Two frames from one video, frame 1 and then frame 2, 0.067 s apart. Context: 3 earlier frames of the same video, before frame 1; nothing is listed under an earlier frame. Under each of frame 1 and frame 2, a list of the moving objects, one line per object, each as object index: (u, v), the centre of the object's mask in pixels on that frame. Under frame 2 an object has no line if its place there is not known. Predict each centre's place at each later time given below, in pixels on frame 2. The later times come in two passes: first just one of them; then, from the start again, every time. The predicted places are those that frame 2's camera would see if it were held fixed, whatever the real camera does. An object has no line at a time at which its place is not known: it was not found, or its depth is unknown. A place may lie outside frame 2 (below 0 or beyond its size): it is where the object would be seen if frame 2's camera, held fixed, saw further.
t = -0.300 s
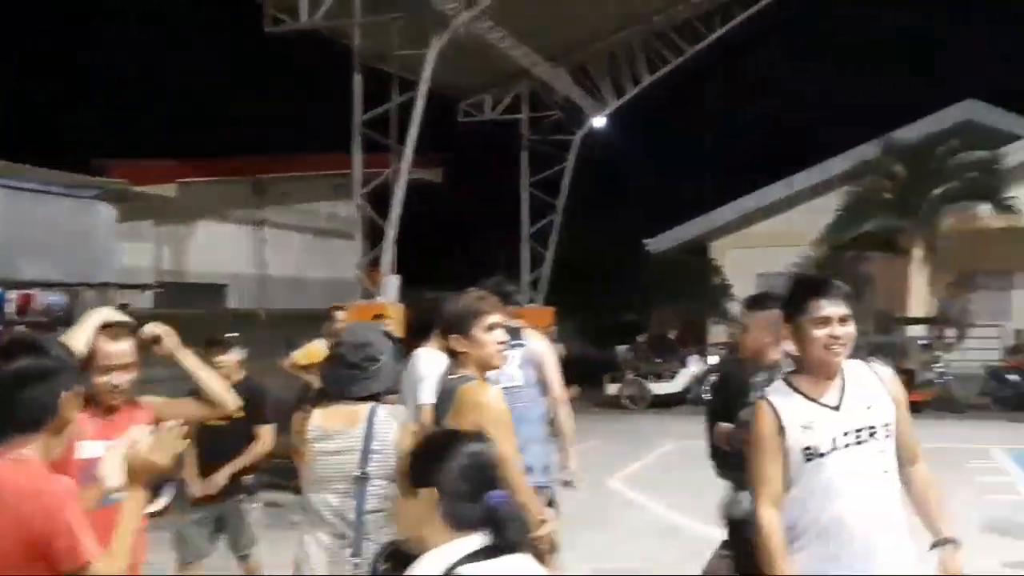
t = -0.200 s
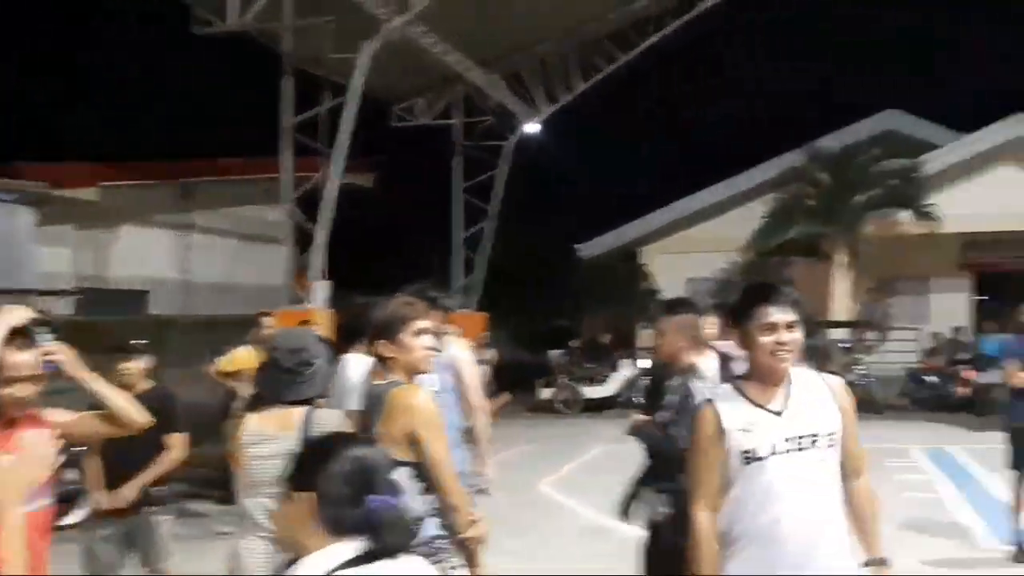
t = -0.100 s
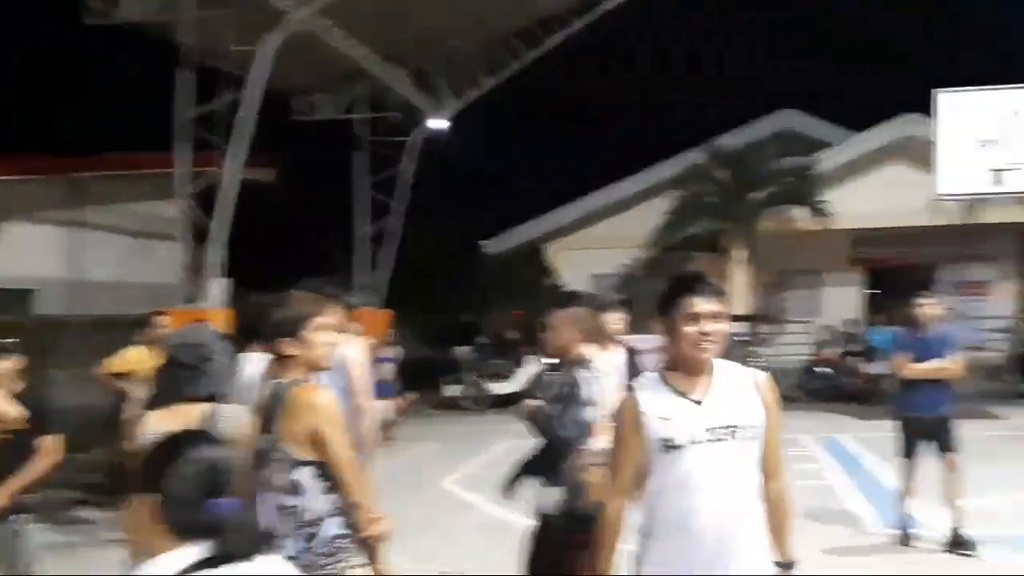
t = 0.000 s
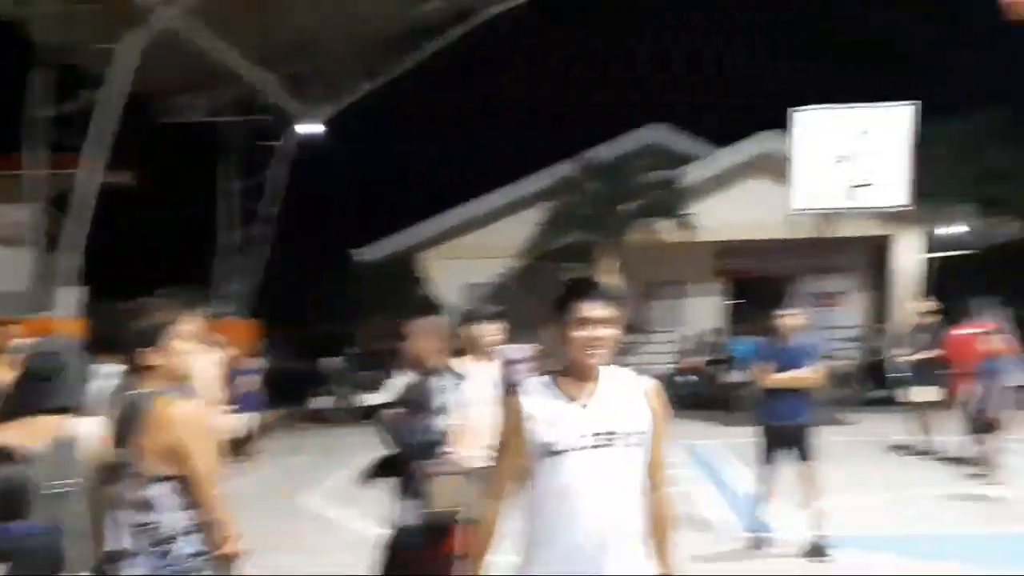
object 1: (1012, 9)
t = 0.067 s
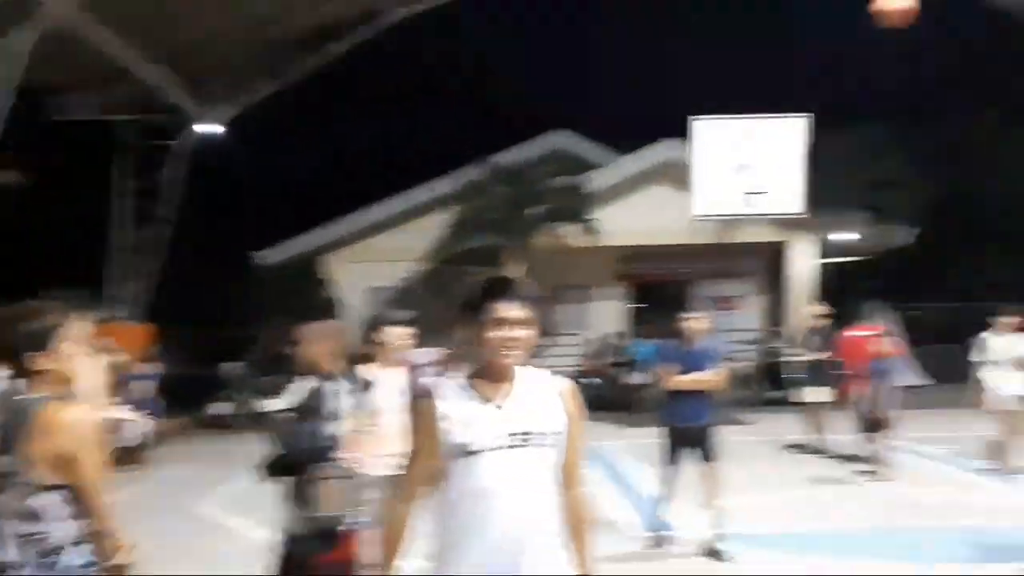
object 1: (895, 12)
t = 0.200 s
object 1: (850, 14)
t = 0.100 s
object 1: (884, 9)
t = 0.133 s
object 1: (874, 8)
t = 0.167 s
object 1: (861, 12)
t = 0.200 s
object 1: (850, 14)
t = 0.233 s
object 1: (839, 19)
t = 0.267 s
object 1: (831, 23)
